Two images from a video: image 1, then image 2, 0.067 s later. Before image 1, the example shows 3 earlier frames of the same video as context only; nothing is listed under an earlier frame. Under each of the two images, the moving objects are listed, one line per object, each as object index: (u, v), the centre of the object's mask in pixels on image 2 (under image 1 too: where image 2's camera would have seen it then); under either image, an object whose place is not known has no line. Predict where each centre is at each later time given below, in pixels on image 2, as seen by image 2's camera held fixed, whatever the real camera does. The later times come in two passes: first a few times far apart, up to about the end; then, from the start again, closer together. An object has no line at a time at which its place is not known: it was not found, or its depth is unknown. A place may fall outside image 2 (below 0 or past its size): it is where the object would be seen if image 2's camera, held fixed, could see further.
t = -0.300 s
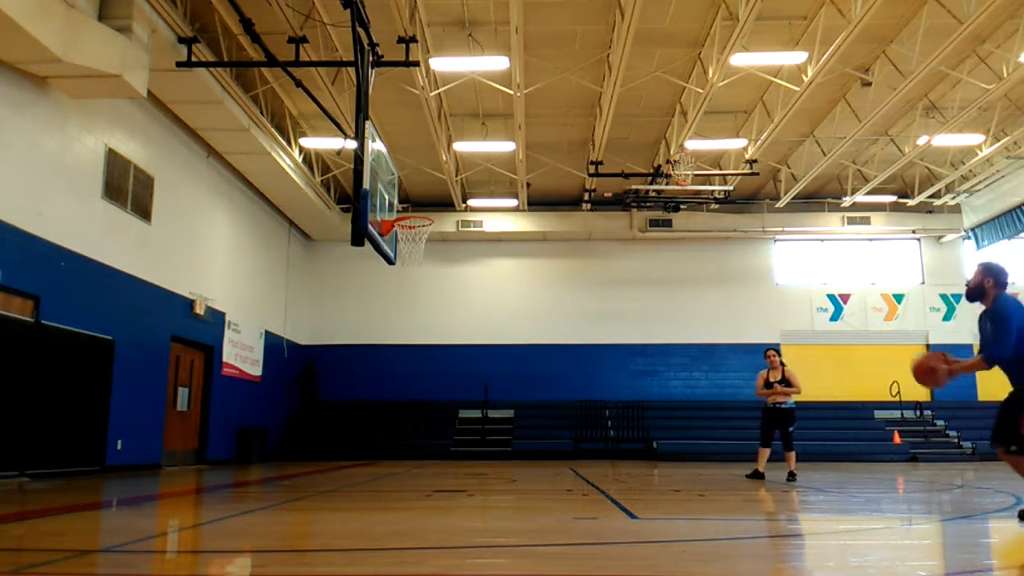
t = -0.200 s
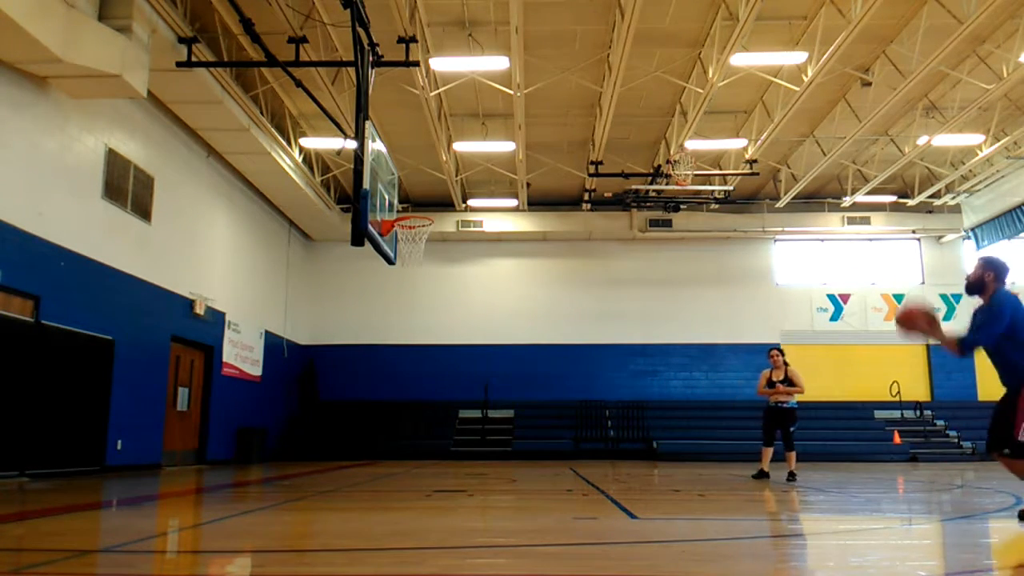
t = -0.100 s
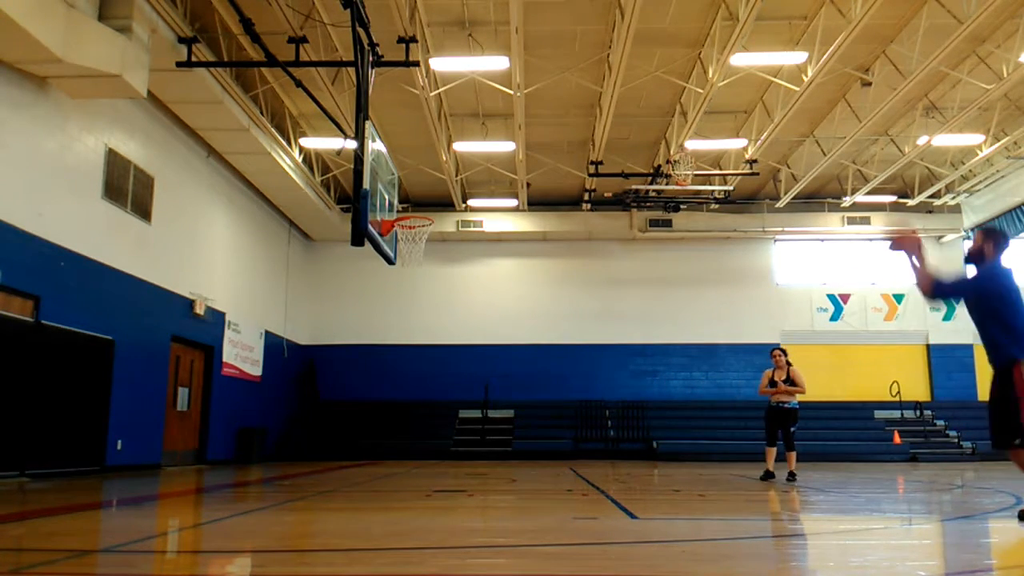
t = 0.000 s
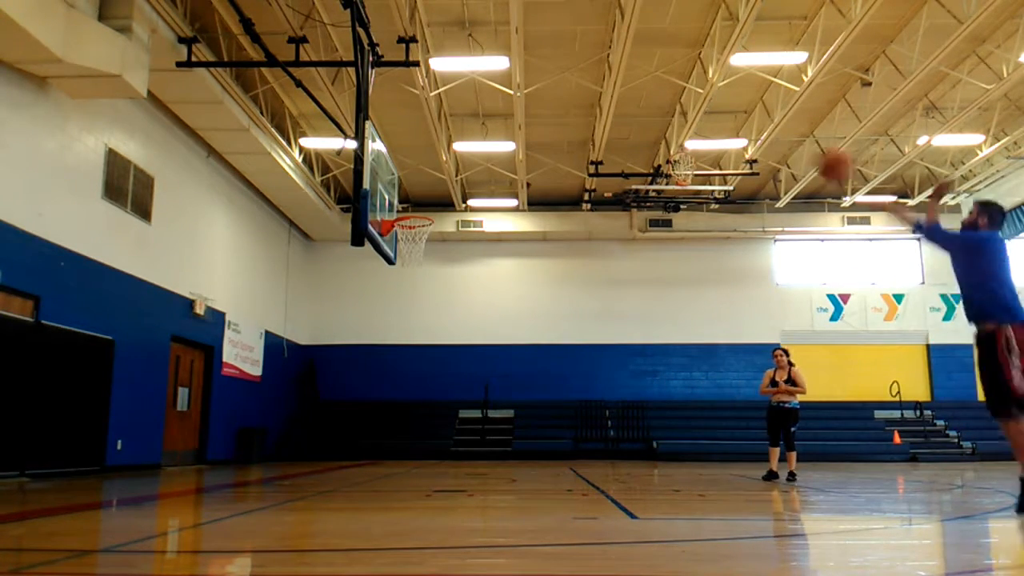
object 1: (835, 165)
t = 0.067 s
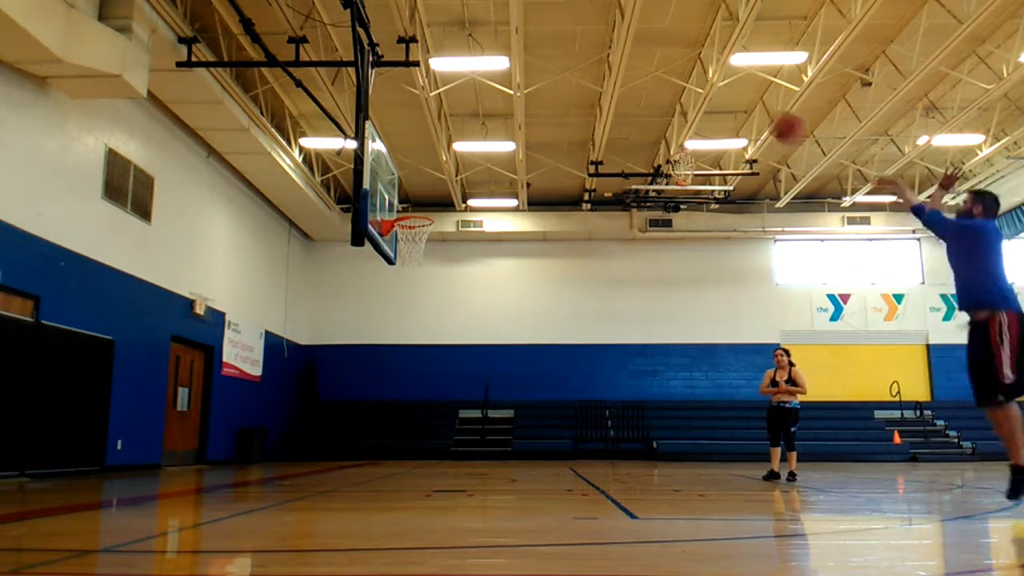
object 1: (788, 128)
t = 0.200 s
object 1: (708, 77)
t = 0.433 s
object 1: (606, 50)
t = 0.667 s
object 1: (527, 76)
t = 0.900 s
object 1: (463, 141)
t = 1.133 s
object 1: (418, 221)
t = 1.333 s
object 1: (410, 273)
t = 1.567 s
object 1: (399, 402)
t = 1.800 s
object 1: (390, 401)
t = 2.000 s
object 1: (385, 302)
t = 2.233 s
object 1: (377, 240)
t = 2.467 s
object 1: (364, 253)
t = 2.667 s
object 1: (346, 353)
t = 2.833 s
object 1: (321, 535)
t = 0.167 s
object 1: (726, 87)
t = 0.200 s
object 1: (708, 77)
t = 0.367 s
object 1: (631, 51)
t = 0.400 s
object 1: (618, 50)
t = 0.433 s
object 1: (606, 50)
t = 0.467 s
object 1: (593, 51)
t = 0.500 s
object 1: (581, 53)
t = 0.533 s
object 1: (570, 57)
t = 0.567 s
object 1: (558, 61)
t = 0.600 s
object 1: (548, 65)
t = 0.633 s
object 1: (537, 71)
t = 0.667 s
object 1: (527, 76)
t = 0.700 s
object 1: (517, 84)
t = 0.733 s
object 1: (507, 92)
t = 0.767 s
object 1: (497, 101)
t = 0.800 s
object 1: (489, 110)
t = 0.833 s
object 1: (479, 119)
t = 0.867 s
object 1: (471, 130)
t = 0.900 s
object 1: (463, 141)
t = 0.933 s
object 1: (453, 155)
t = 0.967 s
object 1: (445, 165)
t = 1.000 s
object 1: (439, 179)
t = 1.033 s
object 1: (432, 192)
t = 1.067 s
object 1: (424, 205)
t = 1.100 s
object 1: (419, 214)
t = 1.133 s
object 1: (418, 221)
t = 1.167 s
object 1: (417, 226)
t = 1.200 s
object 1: (415, 233)
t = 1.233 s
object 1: (414, 241)
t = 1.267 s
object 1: (412, 251)
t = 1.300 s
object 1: (411, 261)
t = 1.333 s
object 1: (410, 273)
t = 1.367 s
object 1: (409, 286)
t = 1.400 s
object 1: (407, 301)
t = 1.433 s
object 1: (406, 317)
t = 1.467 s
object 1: (404, 335)
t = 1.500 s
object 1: (403, 356)
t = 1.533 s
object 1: (402, 377)
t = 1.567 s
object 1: (399, 402)
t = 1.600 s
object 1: (397, 428)
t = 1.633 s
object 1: (395, 455)
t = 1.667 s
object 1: (391, 483)
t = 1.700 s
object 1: (391, 463)
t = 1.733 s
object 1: (391, 442)
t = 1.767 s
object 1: (391, 419)
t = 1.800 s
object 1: (390, 401)
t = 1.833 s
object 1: (390, 382)
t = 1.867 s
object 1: (389, 363)
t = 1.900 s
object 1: (389, 346)
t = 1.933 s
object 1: (387, 330)
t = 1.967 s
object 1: (386, 315)
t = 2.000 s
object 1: (385, 302)
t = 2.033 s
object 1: (384, 290)
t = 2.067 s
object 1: (383, 279)
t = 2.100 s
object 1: (382, 268)
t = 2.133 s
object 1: (381, 260)
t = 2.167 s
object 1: (380, 253)
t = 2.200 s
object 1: (379, 246)
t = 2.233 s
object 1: (377, 240)
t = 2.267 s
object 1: (376, 238)
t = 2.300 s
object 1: (374, 236)
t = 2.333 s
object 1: (373, 236)
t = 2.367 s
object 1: (370, 238)
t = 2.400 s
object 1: (369, 240)
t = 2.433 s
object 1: (366, 246)
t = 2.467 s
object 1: (364, 253)
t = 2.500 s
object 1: (361, 263)
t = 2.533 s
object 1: (359, 276)
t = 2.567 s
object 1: (356, 290)
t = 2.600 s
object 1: (353, 308)
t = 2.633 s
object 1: (350, 328)
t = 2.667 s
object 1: (346, 353)
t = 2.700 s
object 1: (343, 379)
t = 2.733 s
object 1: (339, 410)
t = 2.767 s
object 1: (334, 443)
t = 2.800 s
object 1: (327, 486)
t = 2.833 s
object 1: (321, 535)
